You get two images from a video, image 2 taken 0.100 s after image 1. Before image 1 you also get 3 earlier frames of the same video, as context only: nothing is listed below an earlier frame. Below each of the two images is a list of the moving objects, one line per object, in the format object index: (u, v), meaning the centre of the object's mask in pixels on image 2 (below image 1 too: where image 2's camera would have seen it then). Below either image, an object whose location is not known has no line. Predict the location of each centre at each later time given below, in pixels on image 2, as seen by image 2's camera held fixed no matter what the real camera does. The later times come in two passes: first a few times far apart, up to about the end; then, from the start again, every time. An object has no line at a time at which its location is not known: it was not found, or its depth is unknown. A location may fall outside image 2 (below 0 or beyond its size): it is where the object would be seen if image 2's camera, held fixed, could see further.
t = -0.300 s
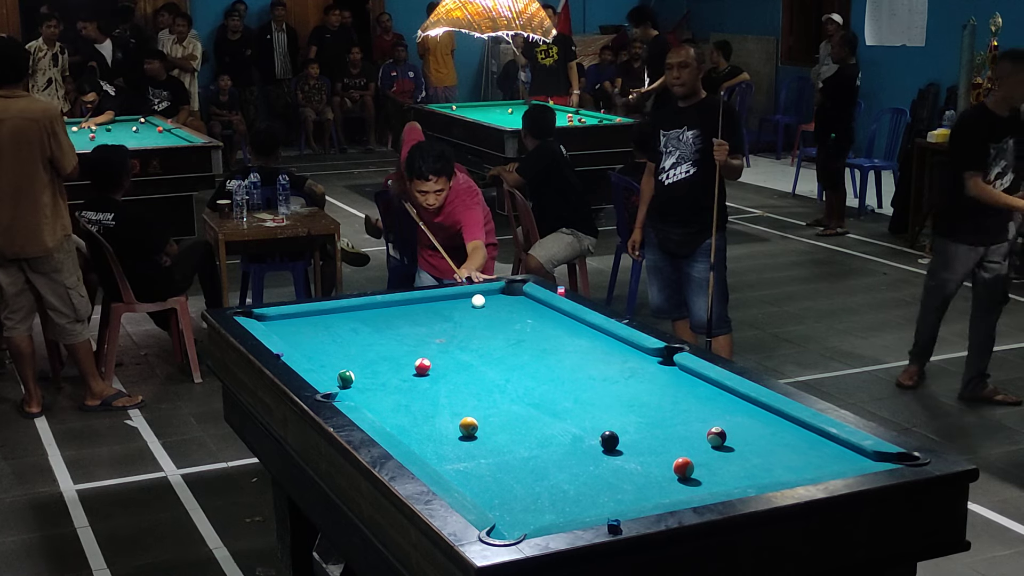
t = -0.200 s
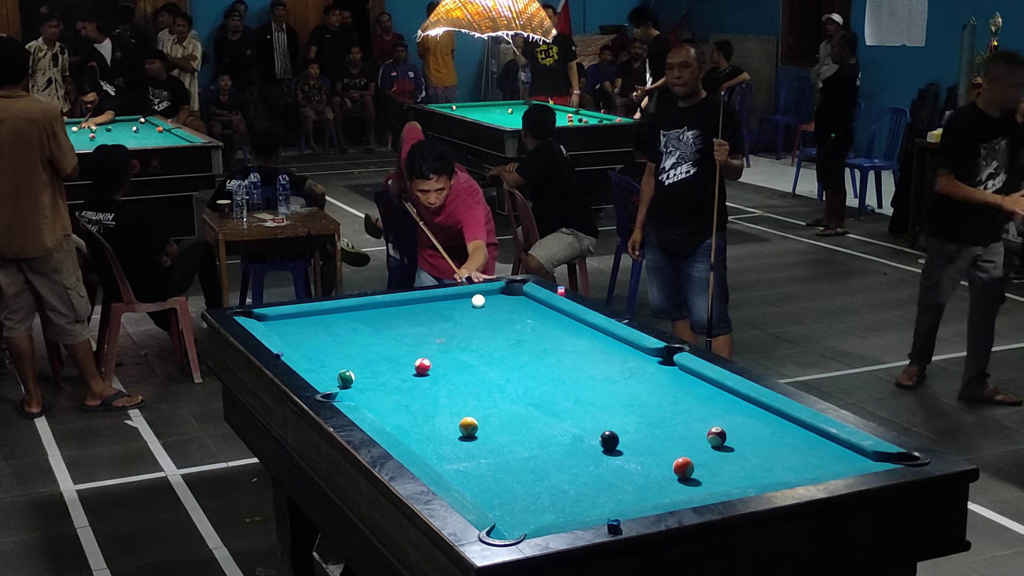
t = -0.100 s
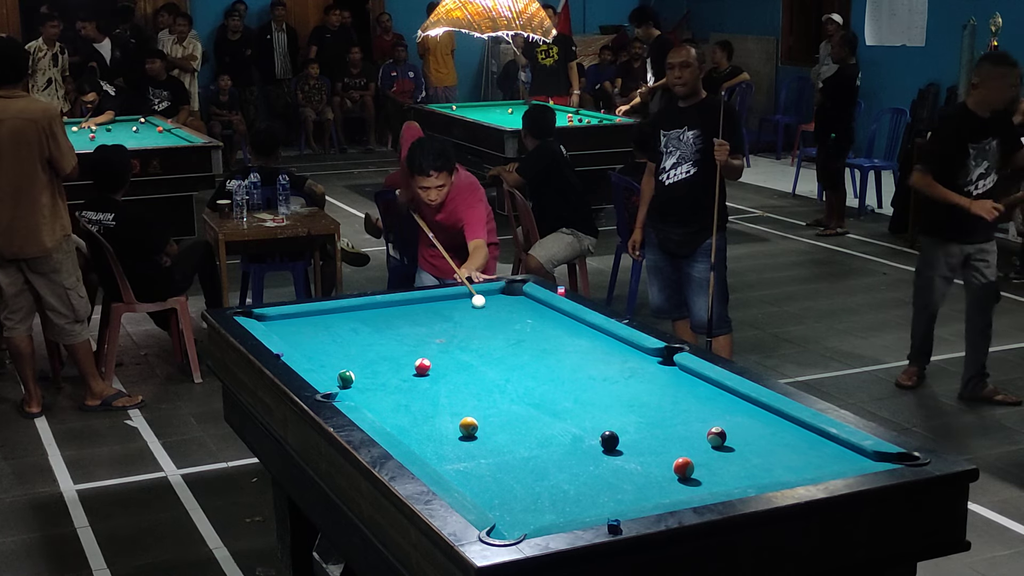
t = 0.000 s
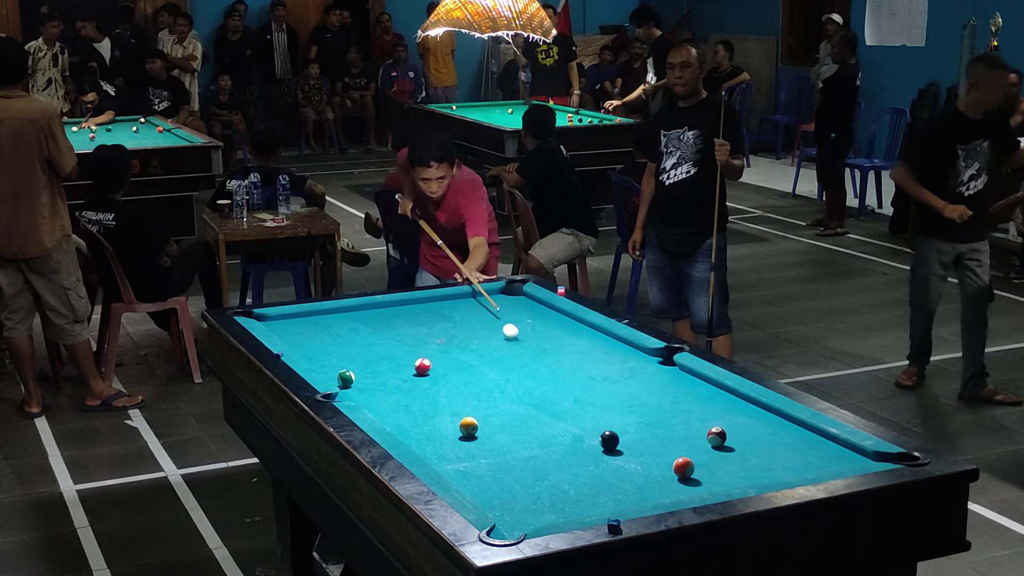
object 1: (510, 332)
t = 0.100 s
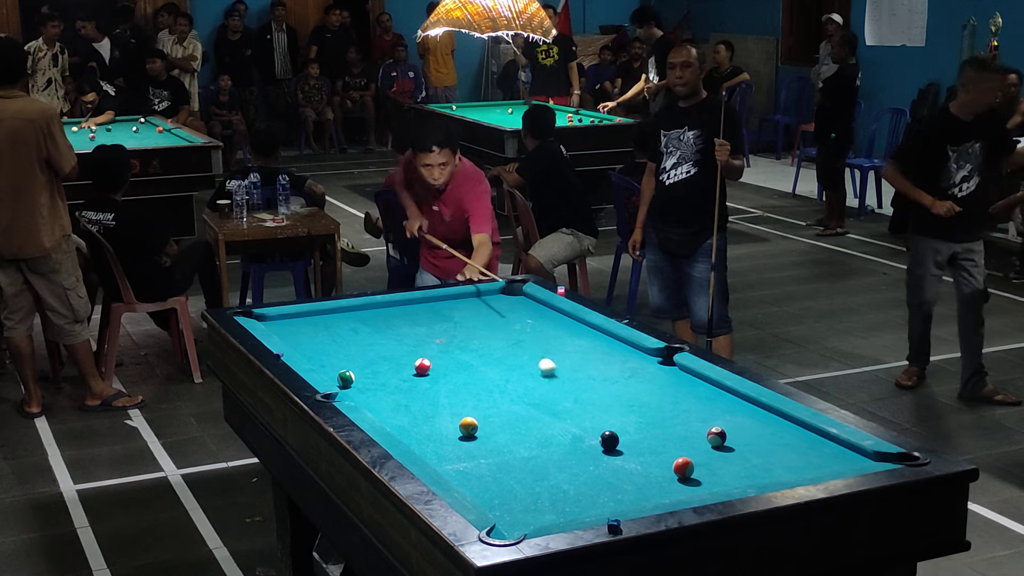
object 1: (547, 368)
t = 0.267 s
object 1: (634, 437)
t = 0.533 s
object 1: (774, 435)
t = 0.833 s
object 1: (658, 378)
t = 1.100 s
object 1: (544, 349)
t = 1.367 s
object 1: (447, 324)
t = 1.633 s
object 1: (369, 308)
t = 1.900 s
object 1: (339, 334)
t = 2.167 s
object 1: (317, 361)
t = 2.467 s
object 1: (399, 376)
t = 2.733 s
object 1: (476, 391)
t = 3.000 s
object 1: (554, 405)
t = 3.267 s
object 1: (637, 421)
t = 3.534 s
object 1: (722, 437)
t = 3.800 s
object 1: (811, 454)
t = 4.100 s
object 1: (866, 457)
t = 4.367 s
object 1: (837, 462)
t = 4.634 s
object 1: (809, 466)
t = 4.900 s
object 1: (785, 468)
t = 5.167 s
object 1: (764, 469)
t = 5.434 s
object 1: (747, 469)
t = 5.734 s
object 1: (732, 468)
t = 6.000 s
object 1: (723, 469)
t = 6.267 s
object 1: (718, 468)
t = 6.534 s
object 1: (717, 469)
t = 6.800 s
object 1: (716, 469)
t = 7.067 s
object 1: (716, 469)
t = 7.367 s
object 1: (717, 469)
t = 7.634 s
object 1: (717, 469)
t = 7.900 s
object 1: (717, 469)
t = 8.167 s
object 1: (717, 469)
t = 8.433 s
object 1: (716, 469)
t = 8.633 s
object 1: (716, 469)
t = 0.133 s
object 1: (561, 381)
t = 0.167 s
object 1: (576, 395)
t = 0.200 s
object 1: (591, 410)
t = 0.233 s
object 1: (608, 423)
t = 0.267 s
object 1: (634, 437)
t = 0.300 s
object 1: (669, 444)
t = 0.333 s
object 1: (704, 451)
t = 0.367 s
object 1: (741, 460)
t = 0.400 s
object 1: (778, 468)
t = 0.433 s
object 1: (799, 467)
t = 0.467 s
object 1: (791, 453)
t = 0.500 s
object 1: (782, 442)
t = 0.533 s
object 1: (774, 435)
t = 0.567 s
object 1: (767, 425)
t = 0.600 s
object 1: (760, 416)
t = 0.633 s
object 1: (754, 407)
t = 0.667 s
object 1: (744, 399)
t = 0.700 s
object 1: (725, 395)
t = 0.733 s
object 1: (708, 391)
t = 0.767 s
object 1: (691, 387)
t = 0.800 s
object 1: (675, 383)
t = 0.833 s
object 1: (658, 378)
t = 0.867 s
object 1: (643, 374)
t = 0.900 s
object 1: (628, 371)
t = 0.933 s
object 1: (614, 367)
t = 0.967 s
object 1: (599, 363)
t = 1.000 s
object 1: (585, 359)
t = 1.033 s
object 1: (571, 356)
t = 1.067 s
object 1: (557, 352)
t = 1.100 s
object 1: (544, 349)
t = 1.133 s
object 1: (531, 345)
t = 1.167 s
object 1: (518, 342)
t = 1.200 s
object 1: (506, 339)
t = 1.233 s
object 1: (494, 336)
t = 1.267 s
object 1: (482, 333)
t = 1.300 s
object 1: (470, 330)
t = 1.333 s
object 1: (458, 327)
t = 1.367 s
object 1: (447, 324)
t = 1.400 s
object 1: (436, 321)
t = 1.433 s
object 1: (425, 319)
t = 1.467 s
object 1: (415, 316)
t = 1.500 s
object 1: (404, 313)
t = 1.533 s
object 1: (394, 311)
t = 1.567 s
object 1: (384, 308)
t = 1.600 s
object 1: (374, 306)
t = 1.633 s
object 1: (369, 308)
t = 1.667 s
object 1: (366, 312)
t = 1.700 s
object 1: (362, 315)
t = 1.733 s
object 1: (358, 318)
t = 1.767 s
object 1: (355, 321)
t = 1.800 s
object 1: (351, 324)
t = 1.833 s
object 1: (347, 327)
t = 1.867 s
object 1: (343, 331)
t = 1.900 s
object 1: (339, 334)
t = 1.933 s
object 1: (334, 338)
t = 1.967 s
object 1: (330, 341)
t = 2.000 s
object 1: (326, 345)
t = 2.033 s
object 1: (322, 348)
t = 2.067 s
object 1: (317, 352)
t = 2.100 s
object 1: (313, 356)
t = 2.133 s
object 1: (309, 357)
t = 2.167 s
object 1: (317, 361)
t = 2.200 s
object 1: (326, 363)
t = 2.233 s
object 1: (335, 364)
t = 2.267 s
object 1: (344, 365)
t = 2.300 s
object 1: (354, 366)
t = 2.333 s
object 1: (362, 369)
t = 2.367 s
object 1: (371, 371)
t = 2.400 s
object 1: (381, 373)
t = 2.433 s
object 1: (390, 375)
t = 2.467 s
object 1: (399, 376)
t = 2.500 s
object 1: (409, 378)
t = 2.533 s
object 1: (418, 380)
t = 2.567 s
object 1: (428, 382)
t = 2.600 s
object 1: (437, 384)
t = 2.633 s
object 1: (446, 385)
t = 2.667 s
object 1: (456, 387)
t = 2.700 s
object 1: (466, 389)
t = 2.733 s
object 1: (476, 391)
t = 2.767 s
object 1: (486, 392)
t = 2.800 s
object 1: (495, 394)
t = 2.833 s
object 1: (505, 396)
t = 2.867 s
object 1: (515, 398)
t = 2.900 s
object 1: (525, 400)
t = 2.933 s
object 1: (535, 402)
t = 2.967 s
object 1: (545, 403)
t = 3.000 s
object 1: (554, 405)
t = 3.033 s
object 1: (564, 407)
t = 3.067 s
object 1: (574, 409)
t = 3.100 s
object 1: (585, 411)
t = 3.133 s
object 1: (595, 413)
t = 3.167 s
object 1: (605, 414)
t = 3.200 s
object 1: (615, 417)
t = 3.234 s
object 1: (626, 419)
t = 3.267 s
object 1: (637, 421)
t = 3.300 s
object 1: (647, 423)
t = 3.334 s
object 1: (657, 425)
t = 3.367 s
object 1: (668, 427)
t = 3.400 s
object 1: (679, 429)
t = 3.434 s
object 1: (689, 431)
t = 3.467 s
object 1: (700, 433)
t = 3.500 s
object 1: (711, 435)
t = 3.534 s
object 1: (722, 437)
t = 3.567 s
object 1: (733, 438)
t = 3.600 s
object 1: (744, 441)
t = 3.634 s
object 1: (755, 443)
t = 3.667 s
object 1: (766, 446)
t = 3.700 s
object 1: (777, 448)
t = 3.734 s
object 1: (788, 450)
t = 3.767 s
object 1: (800, 452)
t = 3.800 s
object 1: (811, 454)
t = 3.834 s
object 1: (822, 456)
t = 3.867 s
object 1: (833, 458)
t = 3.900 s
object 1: (844, 459)
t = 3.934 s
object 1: (856, 459)
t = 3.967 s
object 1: (865, 458)
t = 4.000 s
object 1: (868, 457)
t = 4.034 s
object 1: (872, 455)
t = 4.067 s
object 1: (869, 456)
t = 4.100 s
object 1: (866, 457)
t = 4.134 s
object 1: (862, 458)
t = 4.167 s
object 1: (859, 459)
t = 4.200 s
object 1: (855, 460)
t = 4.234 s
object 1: (851, 461)
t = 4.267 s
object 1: (848, 461)
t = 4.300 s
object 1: (844, 462)
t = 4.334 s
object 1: (840, 462)
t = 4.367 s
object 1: (837, 462)
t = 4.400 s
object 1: (833, 463)
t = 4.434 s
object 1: (830, 463)
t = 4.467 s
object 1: (826, 464)
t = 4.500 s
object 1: (823, 464)
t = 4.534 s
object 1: (819, 465)
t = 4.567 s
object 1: (816, 465)
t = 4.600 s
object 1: (813, 465)
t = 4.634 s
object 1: (809, 466)
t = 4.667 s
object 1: (806, 466)
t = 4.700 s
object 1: (803, 466)
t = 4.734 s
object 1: (800, 466)
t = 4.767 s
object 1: (797, 467)
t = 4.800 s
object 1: (794, 467)
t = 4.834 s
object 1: (791, 467)
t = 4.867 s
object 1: (788, 468)
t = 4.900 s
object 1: (785, 468)
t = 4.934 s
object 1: (782, 468)
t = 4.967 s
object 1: (780, 468)
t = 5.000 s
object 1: (777, 468)
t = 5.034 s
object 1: (774, 469)
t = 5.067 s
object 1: (771, 469)
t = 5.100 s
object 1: (769, 469)
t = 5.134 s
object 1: (766, 469)
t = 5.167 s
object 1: (764, 469)
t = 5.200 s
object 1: (762, 469)
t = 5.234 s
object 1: (759, 469)
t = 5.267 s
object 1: (757, 469)
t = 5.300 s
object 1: (755, 469)
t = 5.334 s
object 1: (753, 469)
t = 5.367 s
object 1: (751, 469)
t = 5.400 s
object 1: (749, 469)
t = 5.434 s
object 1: (747, 469)
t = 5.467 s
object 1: (745, 469)
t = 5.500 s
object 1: (743, 469)
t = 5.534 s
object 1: (741, 469)
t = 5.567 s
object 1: (739, 469)
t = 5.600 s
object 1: (738, 469)
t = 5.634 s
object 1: (736, 469)
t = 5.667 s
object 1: (734, 469)
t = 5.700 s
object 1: (733, 469)
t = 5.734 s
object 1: (732, 468)
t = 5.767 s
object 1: (730, 468)
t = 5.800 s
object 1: (729, 468)
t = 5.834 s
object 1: (728, 468)
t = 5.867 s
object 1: (727, 468)
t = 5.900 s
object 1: (725, 468)
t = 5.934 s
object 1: (725, 468)
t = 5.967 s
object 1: (724, 469)
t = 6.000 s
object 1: (723, 469)
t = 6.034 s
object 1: (722, 468)
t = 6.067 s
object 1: (721, 469)
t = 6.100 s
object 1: (720, 469)
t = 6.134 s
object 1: (720, 468)
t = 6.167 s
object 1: (719, 468)
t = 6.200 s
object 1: (719, 468)
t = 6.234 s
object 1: (718, 468)
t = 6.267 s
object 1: (718, 468)
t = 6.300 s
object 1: (718, 469)
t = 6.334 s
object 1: (718, 469)
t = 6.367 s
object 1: (717, 469)
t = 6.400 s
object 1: (717, 469)
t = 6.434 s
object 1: (717, 469)
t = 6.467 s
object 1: (717, 469)
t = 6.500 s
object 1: (716, 469)
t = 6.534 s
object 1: (717, 469)
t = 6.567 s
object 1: (716, 469)
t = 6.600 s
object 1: (716, 469)
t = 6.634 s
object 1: (716, 469)
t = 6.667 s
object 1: (716, 469)
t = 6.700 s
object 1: (716, 469)
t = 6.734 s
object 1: (716, 469)
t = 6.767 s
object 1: (716, 469)
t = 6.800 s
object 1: (716, 469)
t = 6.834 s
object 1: (716, 469)
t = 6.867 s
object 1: (716, 469)
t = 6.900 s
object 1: (716, 469)
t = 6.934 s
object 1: (717, 469)
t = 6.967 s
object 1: (716, 469)
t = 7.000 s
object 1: (716, 469)
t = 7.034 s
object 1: (717, 469)
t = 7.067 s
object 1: (716, 469)
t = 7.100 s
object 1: (716, 469)
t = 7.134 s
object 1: (716, 469)
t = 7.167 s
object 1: (716, 469)
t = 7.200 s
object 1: (717, 469)
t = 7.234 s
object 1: (716, 469)
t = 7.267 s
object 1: (716, 469)
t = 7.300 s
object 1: (717, 469)
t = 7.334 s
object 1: (717, 469)
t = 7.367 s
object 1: (717, 469)
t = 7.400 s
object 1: (717, 469)
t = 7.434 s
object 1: (717, 469)
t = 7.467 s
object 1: (717, 469)
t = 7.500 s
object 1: (717, 469)
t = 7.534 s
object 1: (717, 469)
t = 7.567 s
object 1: (717, 469)
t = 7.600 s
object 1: (717, 469)
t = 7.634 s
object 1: (717, 469)
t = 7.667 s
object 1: (717, 469)
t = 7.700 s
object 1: (717, 469)
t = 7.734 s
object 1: (717, 469)
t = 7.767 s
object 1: (717, 469)
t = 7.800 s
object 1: (717, 469)
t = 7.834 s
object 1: (716, 469)
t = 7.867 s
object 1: (717, 469)
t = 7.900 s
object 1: (717, 469)
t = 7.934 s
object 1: (716, 469)
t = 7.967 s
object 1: (716, 469)
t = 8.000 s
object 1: (716, 469)
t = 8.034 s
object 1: (716, 469)
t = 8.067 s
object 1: (716, 469)
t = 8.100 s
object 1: (716, 469)
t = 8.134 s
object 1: (716, 469)
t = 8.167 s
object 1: (717, 469)
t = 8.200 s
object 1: (716, 469)
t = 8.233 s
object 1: (716, 469)
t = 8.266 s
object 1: (716, 469)
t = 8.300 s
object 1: (716, 469)
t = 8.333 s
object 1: (716, 469)
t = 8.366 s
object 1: (716, 469)
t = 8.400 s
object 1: (716, 469)
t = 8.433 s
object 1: (716, 469)
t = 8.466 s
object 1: (716, 469)
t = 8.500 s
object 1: (716, 469)
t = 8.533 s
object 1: (716, 469)
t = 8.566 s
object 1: (716, 469)
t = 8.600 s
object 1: (716, 469)
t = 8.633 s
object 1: (716, 469)
